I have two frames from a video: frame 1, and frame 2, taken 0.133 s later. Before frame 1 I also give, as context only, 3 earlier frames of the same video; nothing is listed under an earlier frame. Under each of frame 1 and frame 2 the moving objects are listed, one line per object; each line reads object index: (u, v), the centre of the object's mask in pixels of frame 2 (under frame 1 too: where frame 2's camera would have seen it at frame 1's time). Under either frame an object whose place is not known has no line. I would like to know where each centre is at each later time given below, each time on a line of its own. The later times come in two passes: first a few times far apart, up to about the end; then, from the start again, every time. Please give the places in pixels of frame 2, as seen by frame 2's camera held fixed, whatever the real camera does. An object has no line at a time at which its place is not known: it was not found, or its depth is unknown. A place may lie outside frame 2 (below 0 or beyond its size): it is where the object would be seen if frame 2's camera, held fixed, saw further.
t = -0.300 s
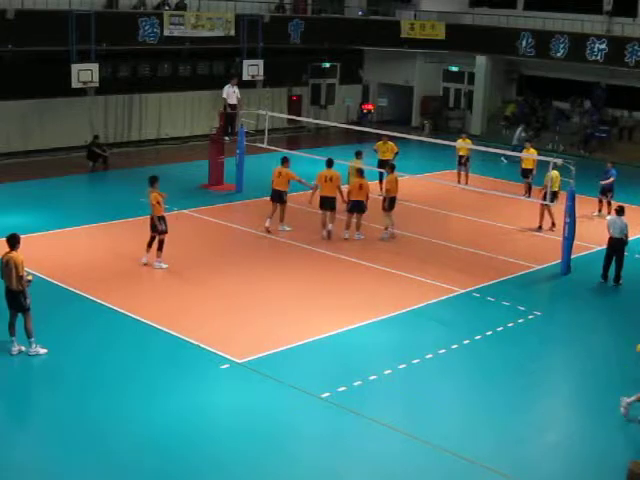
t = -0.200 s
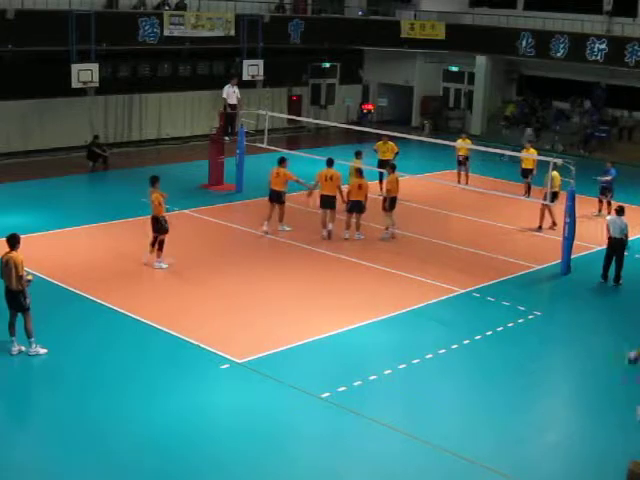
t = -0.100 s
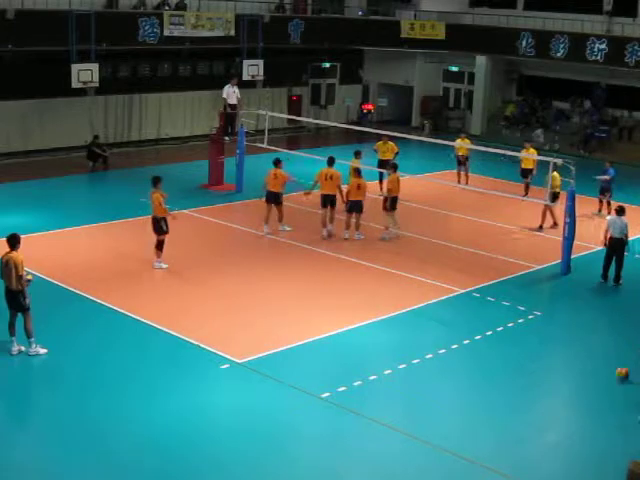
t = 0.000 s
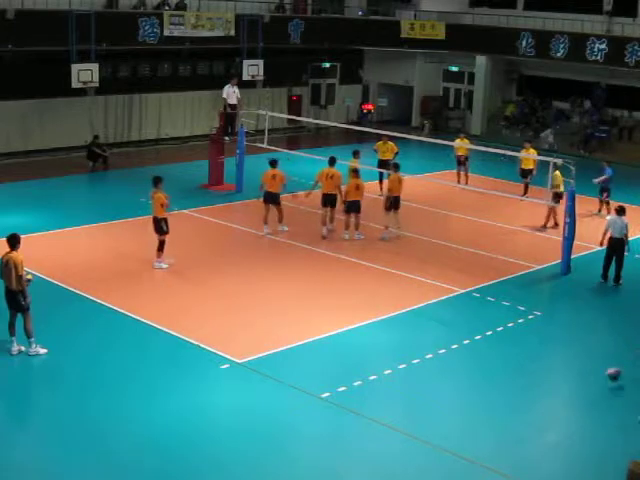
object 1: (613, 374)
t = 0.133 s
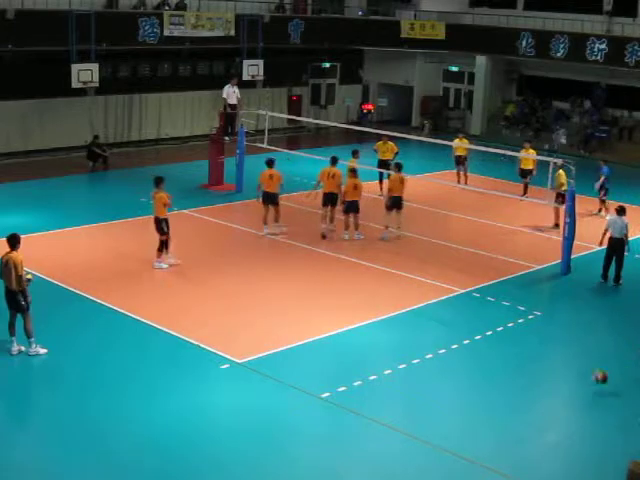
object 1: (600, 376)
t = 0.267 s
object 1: (585, 391)
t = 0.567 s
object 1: (552, 411)
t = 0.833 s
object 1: (521, 430)
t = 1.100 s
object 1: (489, 455)
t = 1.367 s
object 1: (453, 472)
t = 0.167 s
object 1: (596, 379)
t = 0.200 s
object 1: (593, 383)
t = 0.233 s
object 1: (589, 387)
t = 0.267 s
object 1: (585, 391)
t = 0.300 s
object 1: (582, 398)
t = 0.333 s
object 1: (578, 398)
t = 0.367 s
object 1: (575, 397)
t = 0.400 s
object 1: (571, 397)
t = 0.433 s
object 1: (567, 399)
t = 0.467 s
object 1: (564, 400)
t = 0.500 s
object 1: (560, 404)
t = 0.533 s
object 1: (556, 406)
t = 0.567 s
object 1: (552, 411)
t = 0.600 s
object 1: (548, 417)
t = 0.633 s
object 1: (545, 419)
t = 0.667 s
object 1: (542, 417)
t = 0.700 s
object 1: (538, 418)
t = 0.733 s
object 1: (533, 420)
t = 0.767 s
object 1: (530, 423)
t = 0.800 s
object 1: (526, 426)
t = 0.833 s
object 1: (521, 430)
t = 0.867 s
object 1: (518, 436)
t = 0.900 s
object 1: (514, 437)
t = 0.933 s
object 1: (510, 437)
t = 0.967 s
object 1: (506, 438)
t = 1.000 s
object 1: (502, 440)
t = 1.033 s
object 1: (497, 443)
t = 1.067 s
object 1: (493, 446)
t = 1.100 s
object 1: (489, 455)
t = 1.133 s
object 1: (484, 455)
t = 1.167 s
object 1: (480, 457)
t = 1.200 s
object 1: (474, 458)
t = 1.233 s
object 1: (471, 460)
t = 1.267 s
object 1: (466, 467)
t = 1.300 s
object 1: (462, 470)
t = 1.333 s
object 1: (457, 471)
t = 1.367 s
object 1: (453, 472)
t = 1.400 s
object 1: (448, 473)
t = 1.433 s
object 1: (443, 475)
